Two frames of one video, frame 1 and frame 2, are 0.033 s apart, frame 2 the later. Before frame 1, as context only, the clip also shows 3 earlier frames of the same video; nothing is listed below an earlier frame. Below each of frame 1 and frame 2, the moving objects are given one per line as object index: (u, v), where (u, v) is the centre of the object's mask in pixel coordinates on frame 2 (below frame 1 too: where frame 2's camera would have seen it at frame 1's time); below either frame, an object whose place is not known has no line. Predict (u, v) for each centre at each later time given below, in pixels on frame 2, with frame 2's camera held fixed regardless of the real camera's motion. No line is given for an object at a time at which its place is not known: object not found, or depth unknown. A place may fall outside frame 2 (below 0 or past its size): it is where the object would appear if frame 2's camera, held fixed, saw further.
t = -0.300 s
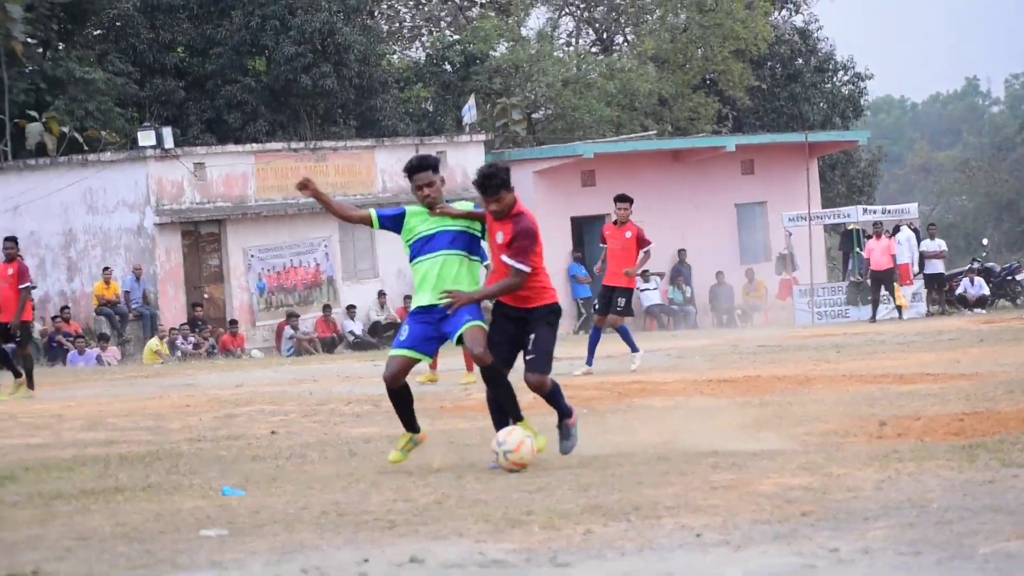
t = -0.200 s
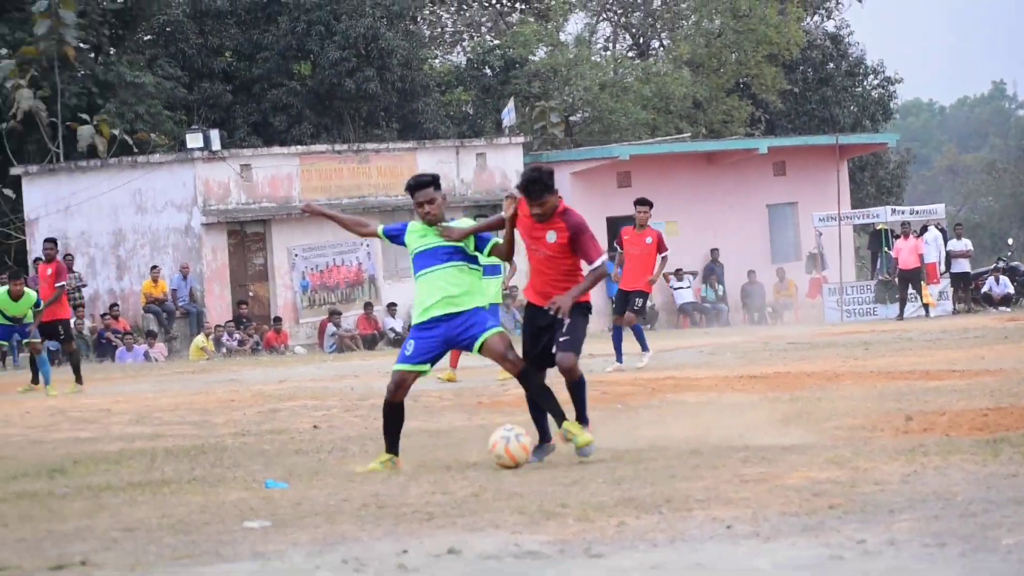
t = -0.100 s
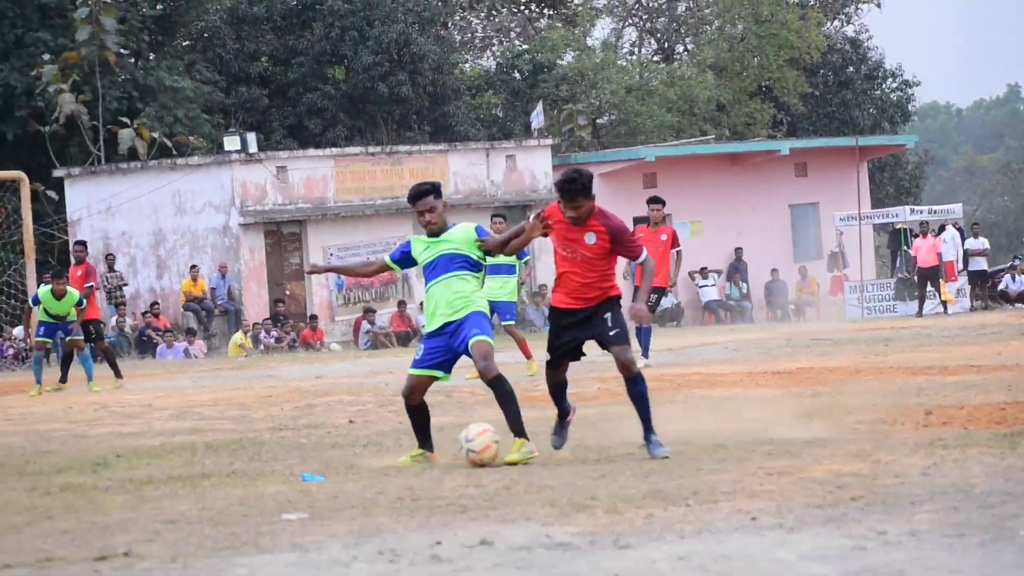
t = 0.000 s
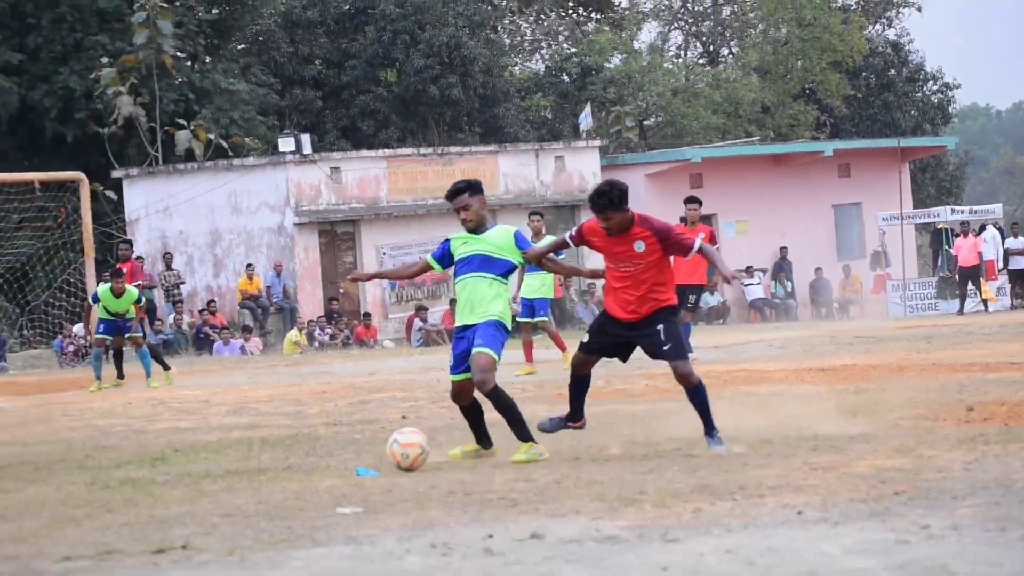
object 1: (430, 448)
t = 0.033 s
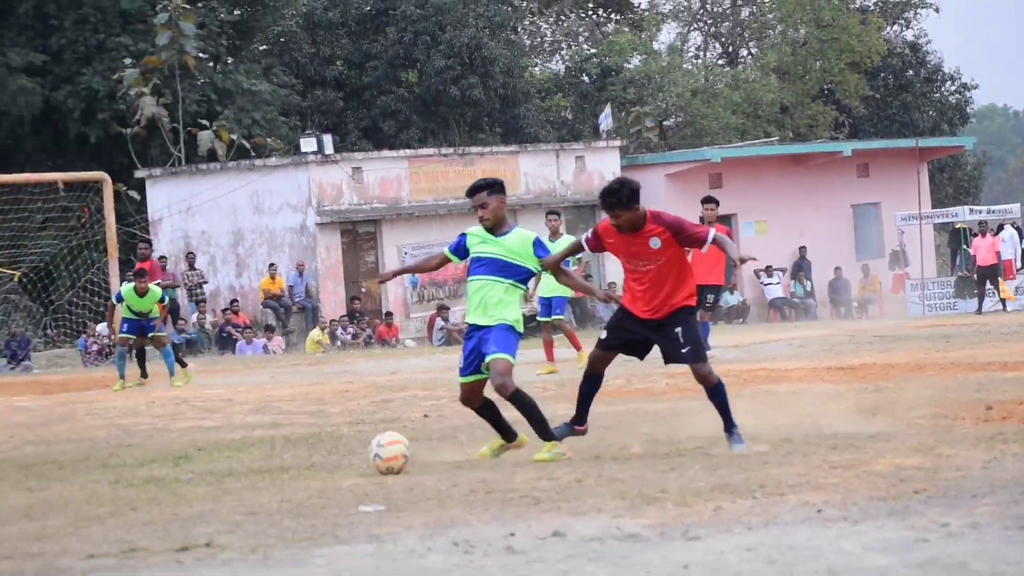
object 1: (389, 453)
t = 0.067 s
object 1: (351, 455)
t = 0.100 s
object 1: (313, 460)
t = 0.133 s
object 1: (275, 465)
